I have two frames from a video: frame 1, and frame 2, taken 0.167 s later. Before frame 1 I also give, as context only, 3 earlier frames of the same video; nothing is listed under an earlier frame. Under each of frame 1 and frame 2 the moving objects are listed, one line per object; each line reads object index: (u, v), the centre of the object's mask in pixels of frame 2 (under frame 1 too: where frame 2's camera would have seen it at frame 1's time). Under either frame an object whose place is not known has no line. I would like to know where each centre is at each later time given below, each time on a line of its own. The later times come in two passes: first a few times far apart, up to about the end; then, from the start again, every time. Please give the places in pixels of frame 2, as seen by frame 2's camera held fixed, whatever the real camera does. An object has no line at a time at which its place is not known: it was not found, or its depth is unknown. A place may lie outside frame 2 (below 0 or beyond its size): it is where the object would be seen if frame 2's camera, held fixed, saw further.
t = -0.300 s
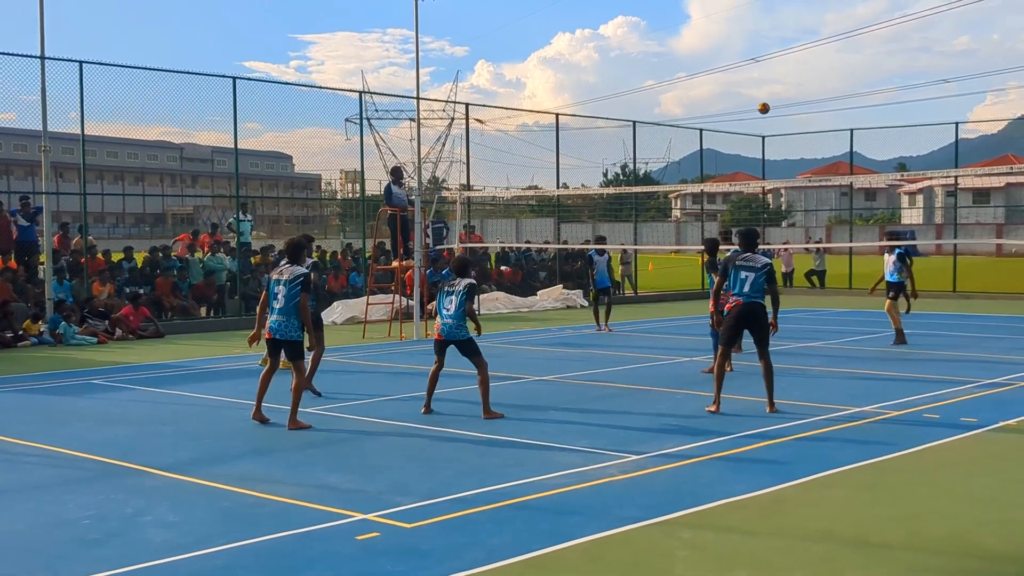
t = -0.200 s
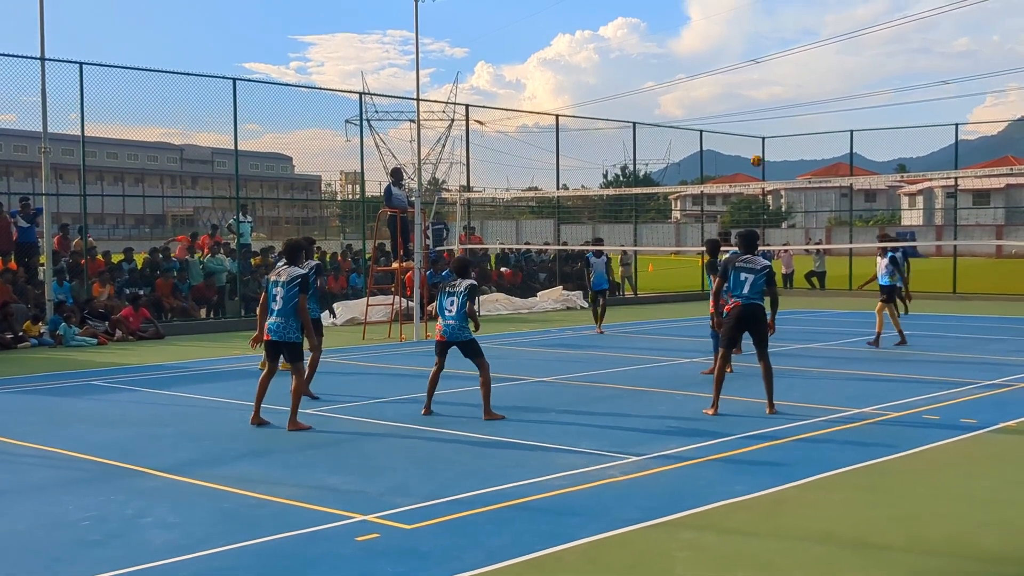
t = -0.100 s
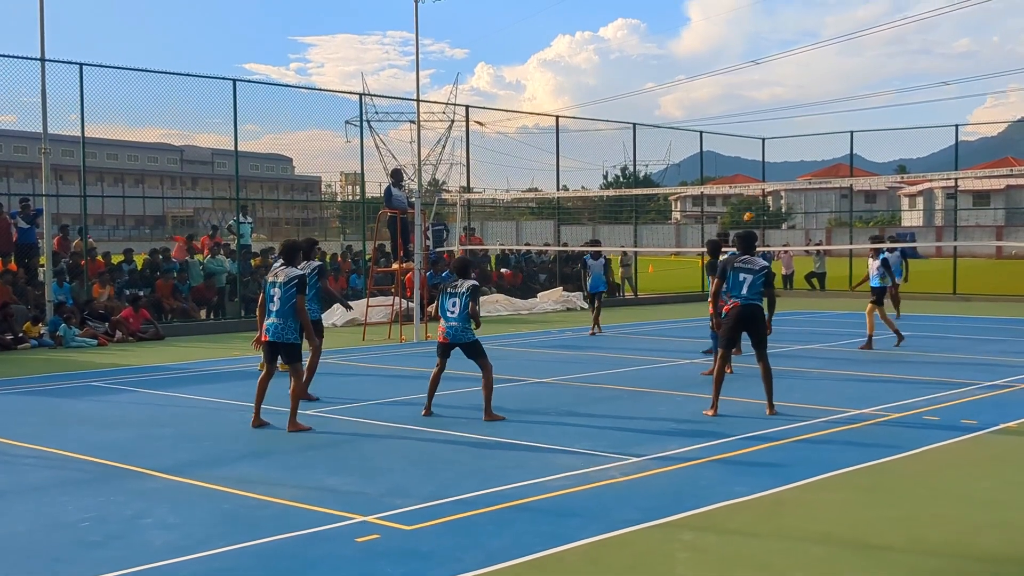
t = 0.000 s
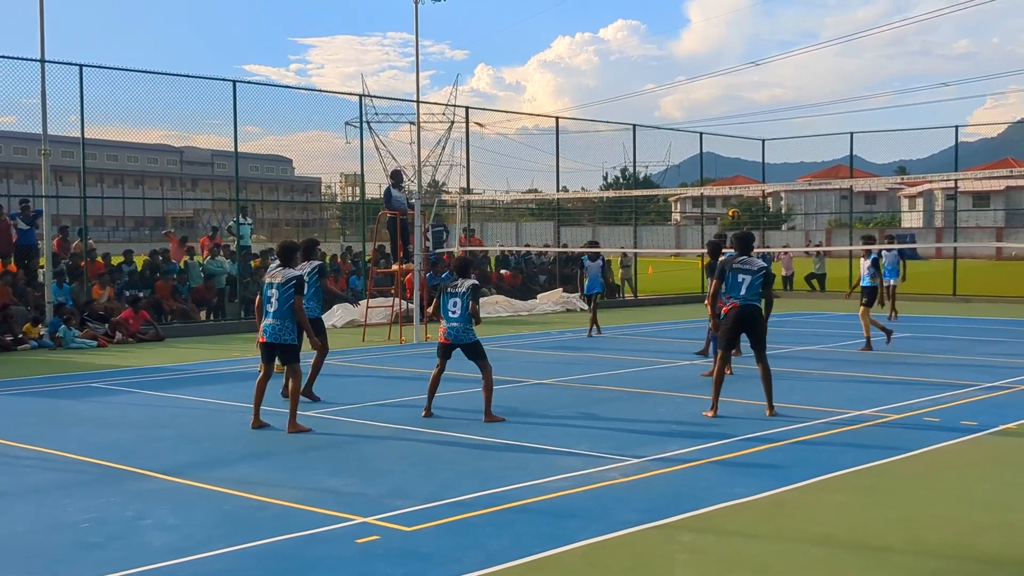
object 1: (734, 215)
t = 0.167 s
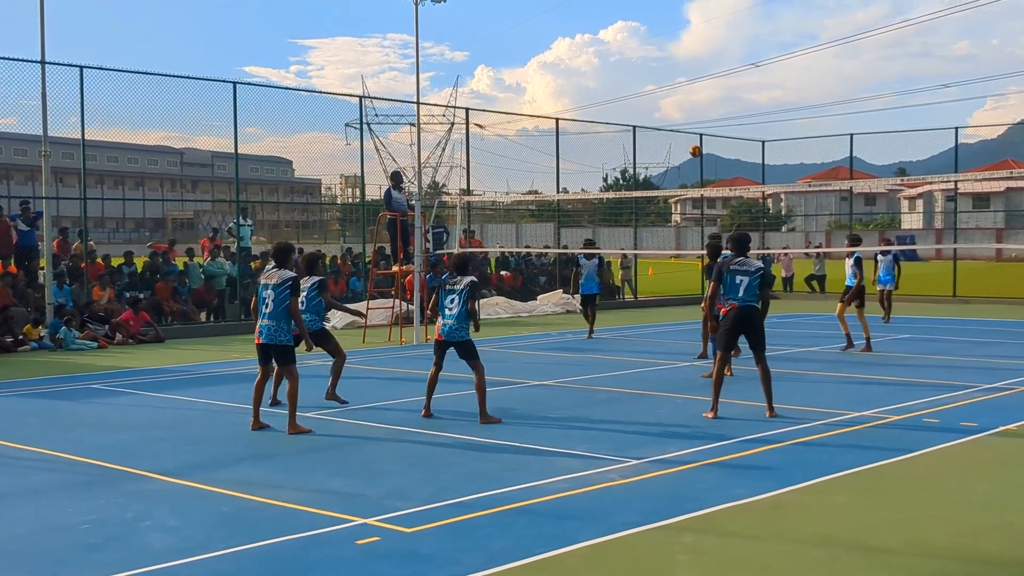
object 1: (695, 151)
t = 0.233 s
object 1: (679, 129)
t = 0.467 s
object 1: (617, 71)
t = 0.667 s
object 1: (558, 47)
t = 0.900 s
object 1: (483, 56)
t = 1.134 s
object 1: (402, 109)
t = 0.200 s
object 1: (688, 140)
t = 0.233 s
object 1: (679, 129)
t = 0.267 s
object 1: (670, 119)
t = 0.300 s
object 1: (662, 109)
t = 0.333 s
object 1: (653, 100)
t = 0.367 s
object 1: (645, 92)
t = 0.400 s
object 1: (635, 84)
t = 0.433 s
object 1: (626, 77)
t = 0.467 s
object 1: (617, 71)
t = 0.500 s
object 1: (608, 65)
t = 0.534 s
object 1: (598, 60)
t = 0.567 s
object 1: (588, 56)
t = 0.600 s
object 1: (578, 52)
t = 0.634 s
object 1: (569, 50)
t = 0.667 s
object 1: (558, 47)
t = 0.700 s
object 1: (548, 46)
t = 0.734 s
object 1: (537, 45)
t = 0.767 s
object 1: (527, 46)
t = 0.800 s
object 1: (516, 47)
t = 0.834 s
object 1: (506, 49)
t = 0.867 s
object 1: (494, 52)
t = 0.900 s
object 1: (483, 56)
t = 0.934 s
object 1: (472, 61)
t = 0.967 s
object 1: (461, 66)
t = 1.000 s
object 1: (450, 73)
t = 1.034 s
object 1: (438, 80)
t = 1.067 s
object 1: (426, 89)
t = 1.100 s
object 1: (414, 98)
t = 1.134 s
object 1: (402, 109)
